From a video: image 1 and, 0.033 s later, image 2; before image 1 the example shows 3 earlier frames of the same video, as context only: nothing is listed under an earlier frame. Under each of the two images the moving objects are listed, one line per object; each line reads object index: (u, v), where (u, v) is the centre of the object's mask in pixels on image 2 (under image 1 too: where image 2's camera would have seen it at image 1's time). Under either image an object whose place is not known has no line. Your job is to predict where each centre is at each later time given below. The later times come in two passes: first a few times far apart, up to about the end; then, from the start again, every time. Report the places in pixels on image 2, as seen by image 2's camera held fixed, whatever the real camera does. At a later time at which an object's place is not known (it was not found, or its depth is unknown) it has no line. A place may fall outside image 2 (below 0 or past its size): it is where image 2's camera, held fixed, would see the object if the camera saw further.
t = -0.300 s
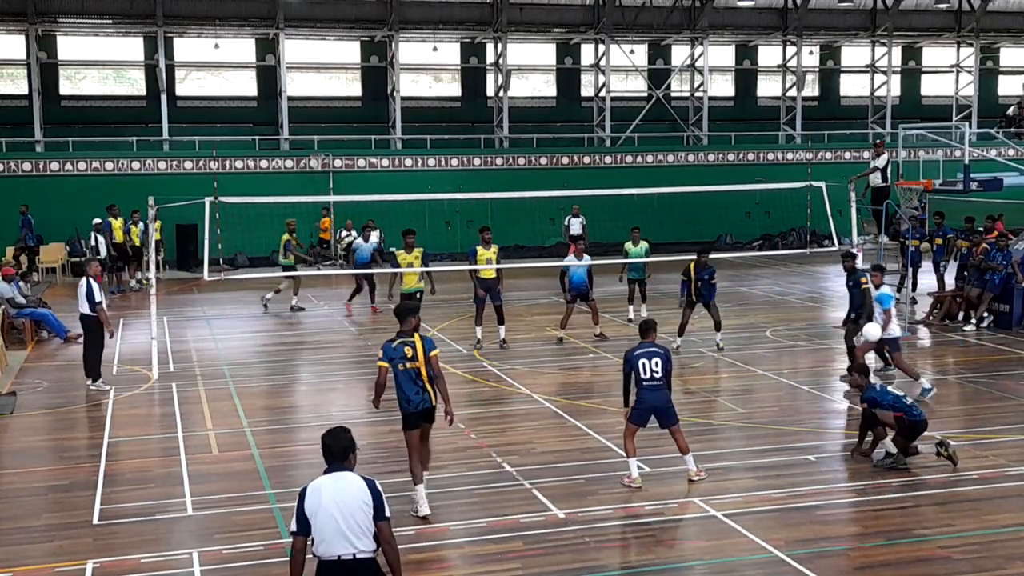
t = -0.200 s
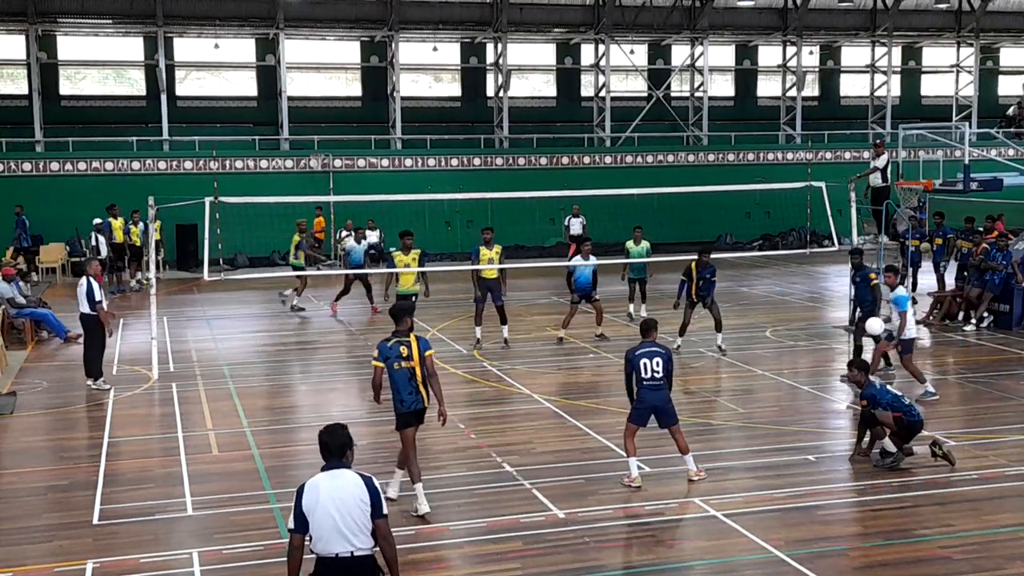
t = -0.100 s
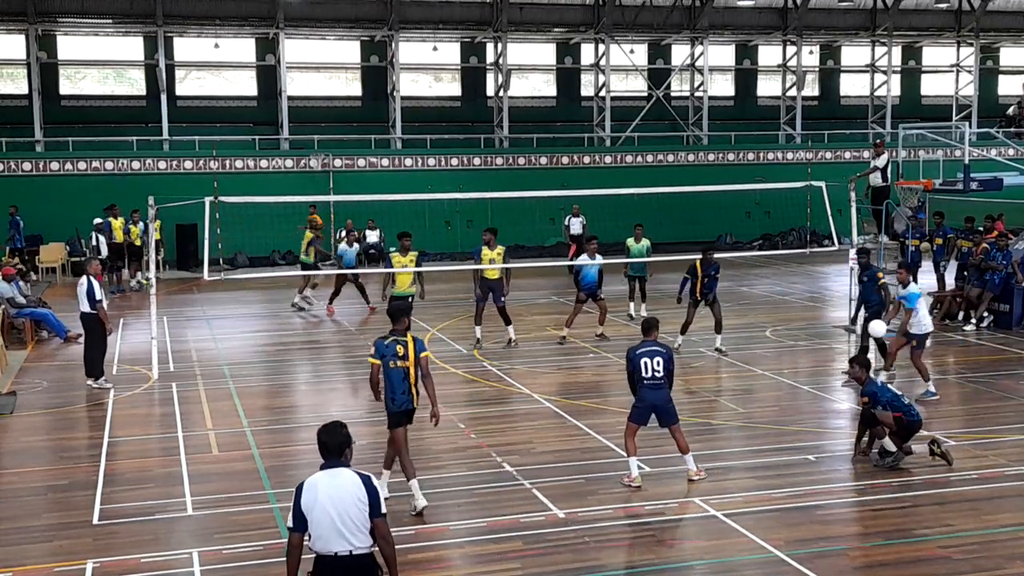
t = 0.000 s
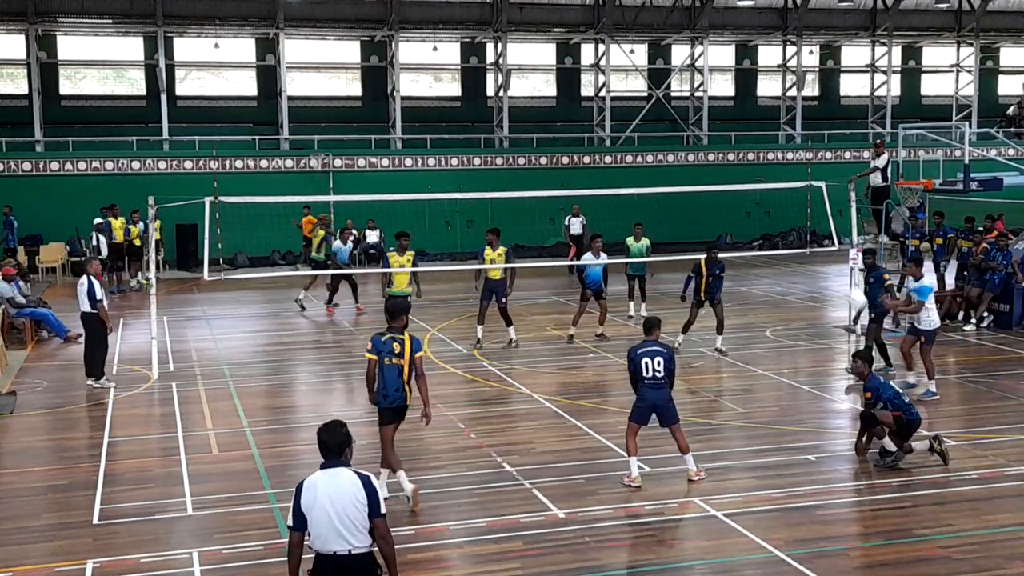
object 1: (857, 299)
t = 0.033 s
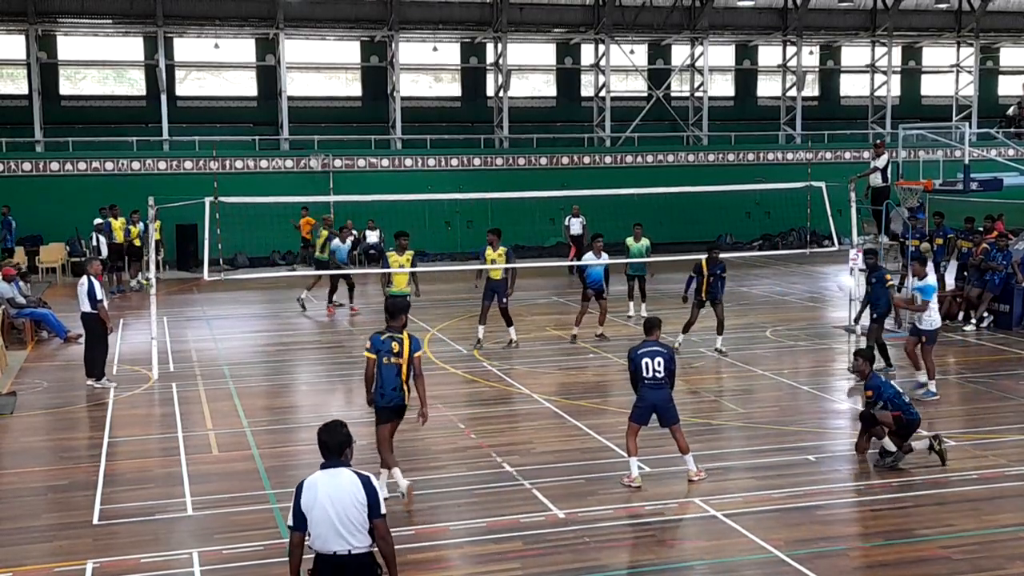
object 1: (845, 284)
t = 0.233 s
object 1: (781, 208)
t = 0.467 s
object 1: (709, 164)
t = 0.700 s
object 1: (638, 164)
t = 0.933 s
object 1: (573, 207)
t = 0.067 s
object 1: (834, 265)
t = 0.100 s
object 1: (824, 253)
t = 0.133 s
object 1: (813, 240)
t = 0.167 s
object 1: (803, 229)
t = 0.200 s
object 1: (792, 218)
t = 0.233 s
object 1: (781, 208)
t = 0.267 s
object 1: (771, 199)
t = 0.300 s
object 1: (760, 190)
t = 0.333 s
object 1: (750, 183)
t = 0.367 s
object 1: (739, 176)
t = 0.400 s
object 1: (729, 171)
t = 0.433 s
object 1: (719, 166)
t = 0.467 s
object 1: (709, 164)
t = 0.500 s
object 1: (698, 161)
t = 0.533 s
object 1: (688, 159)
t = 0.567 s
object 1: (678, 158)
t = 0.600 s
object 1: (668, 159)
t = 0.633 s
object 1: (658, 160)
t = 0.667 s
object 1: (648, 161)
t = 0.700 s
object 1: (638, 164)
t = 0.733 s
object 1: (629, 168)
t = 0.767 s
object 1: (619, 172)
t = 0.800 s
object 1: (610, 178)
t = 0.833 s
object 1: (600, 183)
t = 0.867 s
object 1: (591, 190)
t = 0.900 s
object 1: (581, 199)
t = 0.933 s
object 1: (573, 207)
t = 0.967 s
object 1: (563, 216)
